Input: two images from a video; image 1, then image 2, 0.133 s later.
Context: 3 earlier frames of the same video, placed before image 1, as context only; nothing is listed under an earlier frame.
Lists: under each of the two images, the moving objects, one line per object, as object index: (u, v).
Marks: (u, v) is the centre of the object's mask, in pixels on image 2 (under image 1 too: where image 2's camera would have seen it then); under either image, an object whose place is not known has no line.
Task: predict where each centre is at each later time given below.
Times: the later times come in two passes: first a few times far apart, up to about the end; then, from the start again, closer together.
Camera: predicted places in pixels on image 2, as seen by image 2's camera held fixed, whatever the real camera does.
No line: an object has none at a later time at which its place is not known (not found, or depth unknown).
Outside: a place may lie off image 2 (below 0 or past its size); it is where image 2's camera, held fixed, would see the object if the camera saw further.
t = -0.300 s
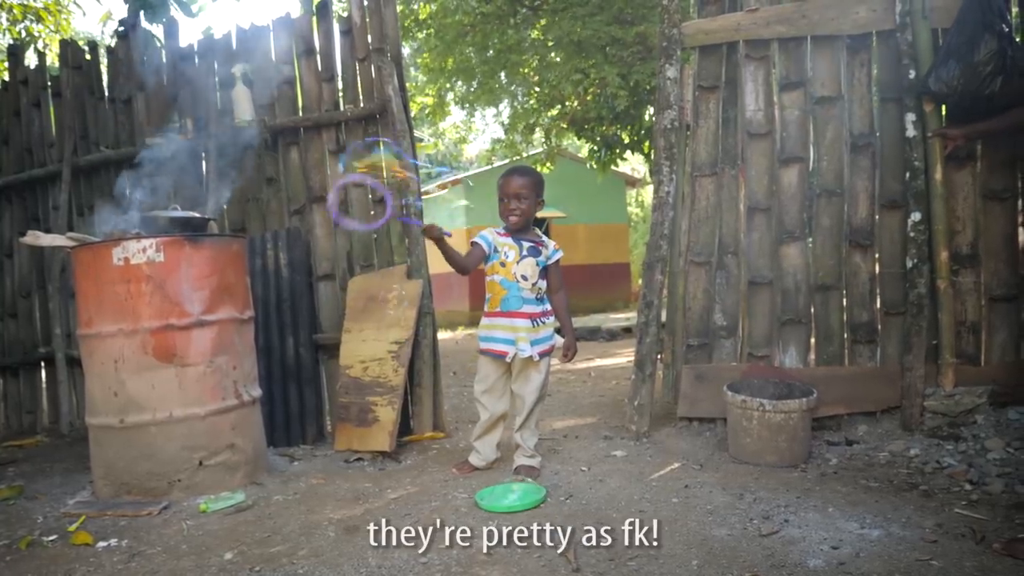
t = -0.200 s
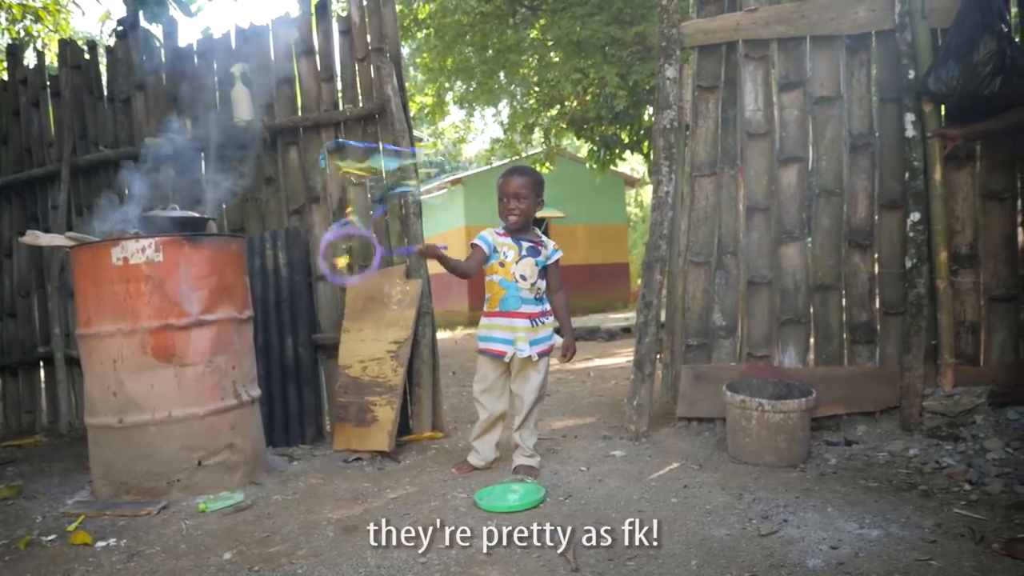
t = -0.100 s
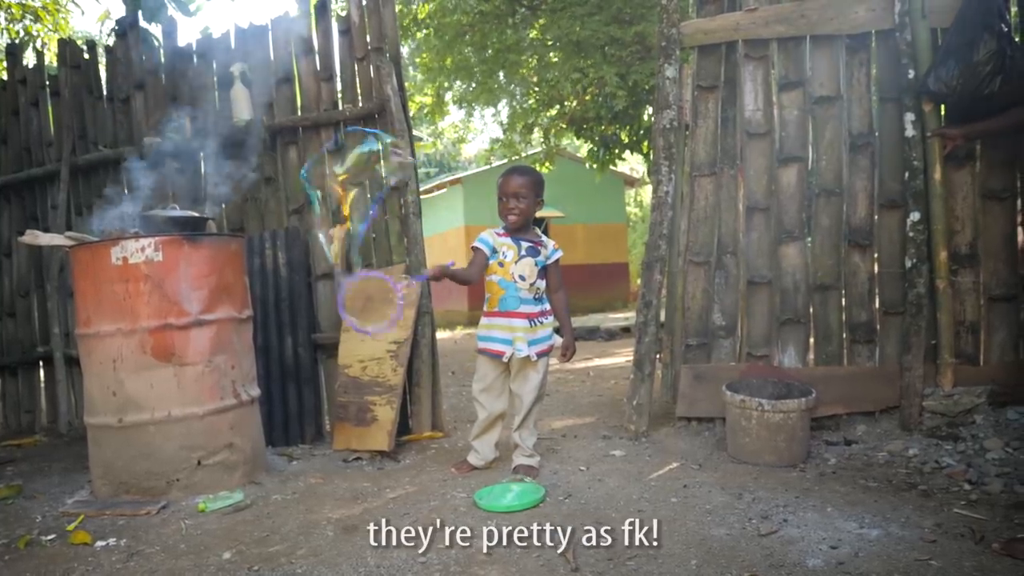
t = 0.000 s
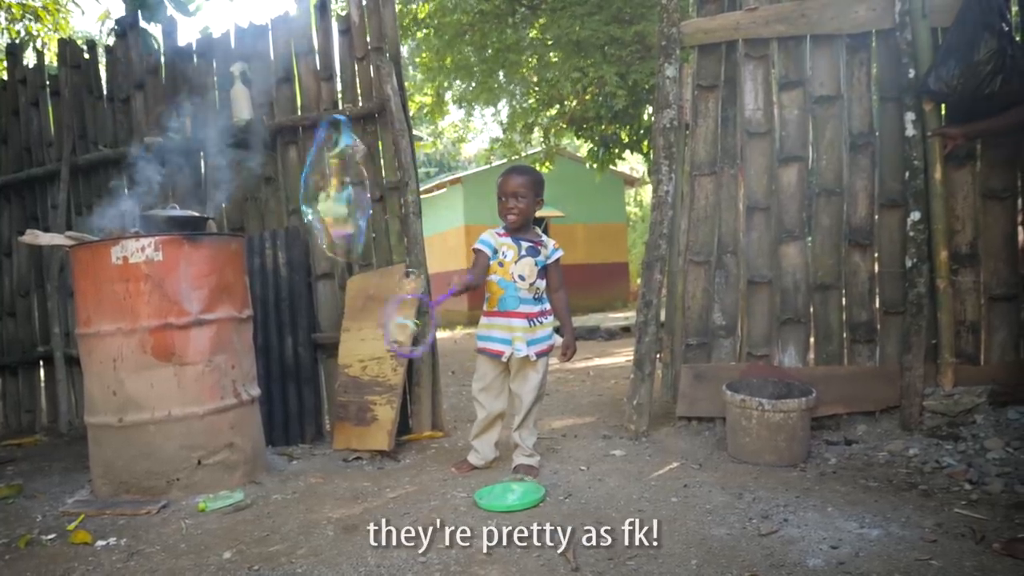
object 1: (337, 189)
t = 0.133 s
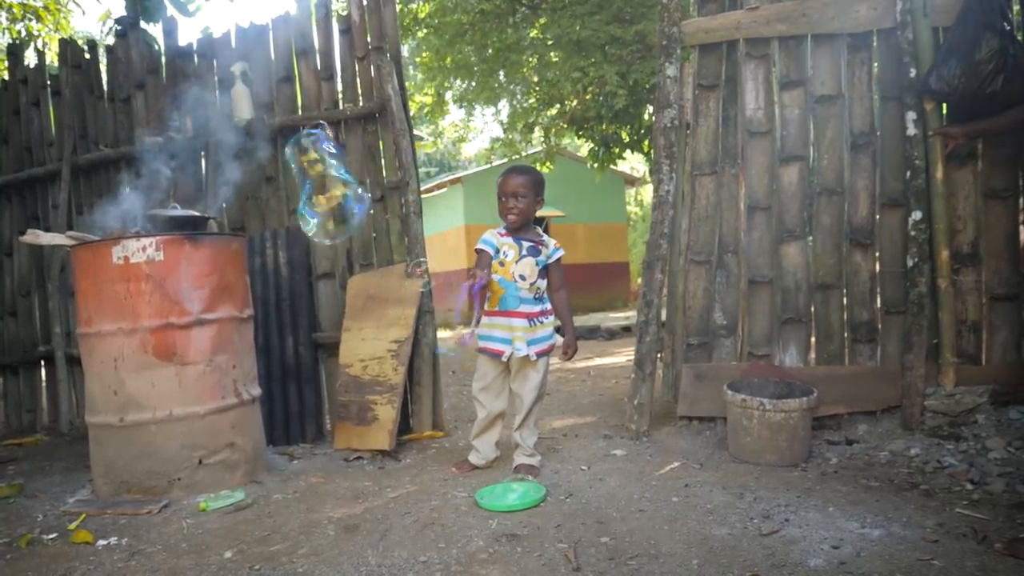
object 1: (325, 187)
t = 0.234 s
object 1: (319, 185)
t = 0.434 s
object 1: (308, 180)
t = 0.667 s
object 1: (300, 178)
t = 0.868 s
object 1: (300, 177)
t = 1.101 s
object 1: (296, 175)
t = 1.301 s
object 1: (299, 177)
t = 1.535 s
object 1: (304, 182)
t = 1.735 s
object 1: (305, 181)
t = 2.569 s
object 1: (326, 205)
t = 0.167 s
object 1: (323, 186)
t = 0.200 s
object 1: (321, 185)
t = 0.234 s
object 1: (319, 185)
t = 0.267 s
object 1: (318, 184)
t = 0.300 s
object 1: (317, 183)
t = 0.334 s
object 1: (315, 183)
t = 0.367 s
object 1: (313, 181)
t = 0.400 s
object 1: (309, 179)
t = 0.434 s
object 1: (308, 180)
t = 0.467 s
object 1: (306, 180)
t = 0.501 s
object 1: (306, 181)
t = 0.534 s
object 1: (304, 181)
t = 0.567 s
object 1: (303, 180)
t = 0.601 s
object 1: (301, 179)
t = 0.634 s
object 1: (300, 178)
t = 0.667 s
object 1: (300, 178)
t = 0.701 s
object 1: (301, 177)
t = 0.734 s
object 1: (301, 178)
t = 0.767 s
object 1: (301, 178)
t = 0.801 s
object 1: (301, 177)
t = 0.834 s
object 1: (301, 177)
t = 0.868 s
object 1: (300, 177)
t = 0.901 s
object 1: (299, 177)
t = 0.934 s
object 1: (300, 176)
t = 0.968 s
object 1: (299, 175)
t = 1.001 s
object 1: (296, 174)
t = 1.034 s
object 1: (296, 174)
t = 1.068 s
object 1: (295, 175)
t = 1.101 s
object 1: (296, 175)
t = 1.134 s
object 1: (297, 176)
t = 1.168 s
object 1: (298, 177)
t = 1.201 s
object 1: (298, 178)
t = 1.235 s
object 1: (298, 179)
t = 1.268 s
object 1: (298, 178)
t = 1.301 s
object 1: (299, 177)
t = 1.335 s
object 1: (302, 178)
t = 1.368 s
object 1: (303, 179)
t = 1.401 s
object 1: (302, 180)
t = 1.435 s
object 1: (303, 182)
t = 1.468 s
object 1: (302, 182)
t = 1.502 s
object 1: (303, 182)
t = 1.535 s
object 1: (304, 182)
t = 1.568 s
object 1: (304, 182)
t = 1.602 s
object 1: (303, 182)
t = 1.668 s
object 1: (304, 181)
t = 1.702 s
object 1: (305, 182)
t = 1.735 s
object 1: (305, 181)
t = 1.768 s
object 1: (307, 183)
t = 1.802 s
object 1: (309, 184)
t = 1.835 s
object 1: (310, 185)
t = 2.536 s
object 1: (326, 204)
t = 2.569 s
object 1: (326, 205)
